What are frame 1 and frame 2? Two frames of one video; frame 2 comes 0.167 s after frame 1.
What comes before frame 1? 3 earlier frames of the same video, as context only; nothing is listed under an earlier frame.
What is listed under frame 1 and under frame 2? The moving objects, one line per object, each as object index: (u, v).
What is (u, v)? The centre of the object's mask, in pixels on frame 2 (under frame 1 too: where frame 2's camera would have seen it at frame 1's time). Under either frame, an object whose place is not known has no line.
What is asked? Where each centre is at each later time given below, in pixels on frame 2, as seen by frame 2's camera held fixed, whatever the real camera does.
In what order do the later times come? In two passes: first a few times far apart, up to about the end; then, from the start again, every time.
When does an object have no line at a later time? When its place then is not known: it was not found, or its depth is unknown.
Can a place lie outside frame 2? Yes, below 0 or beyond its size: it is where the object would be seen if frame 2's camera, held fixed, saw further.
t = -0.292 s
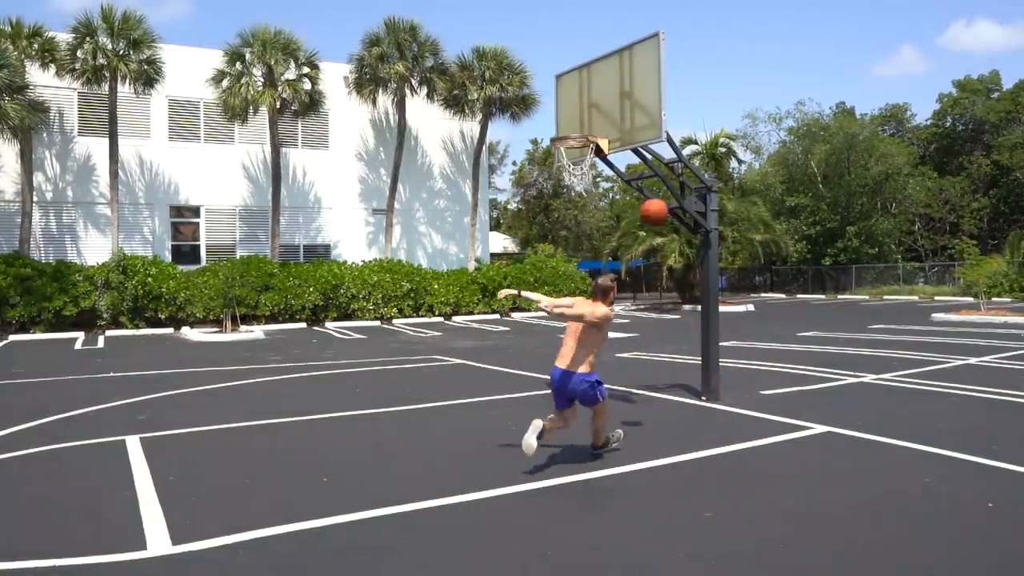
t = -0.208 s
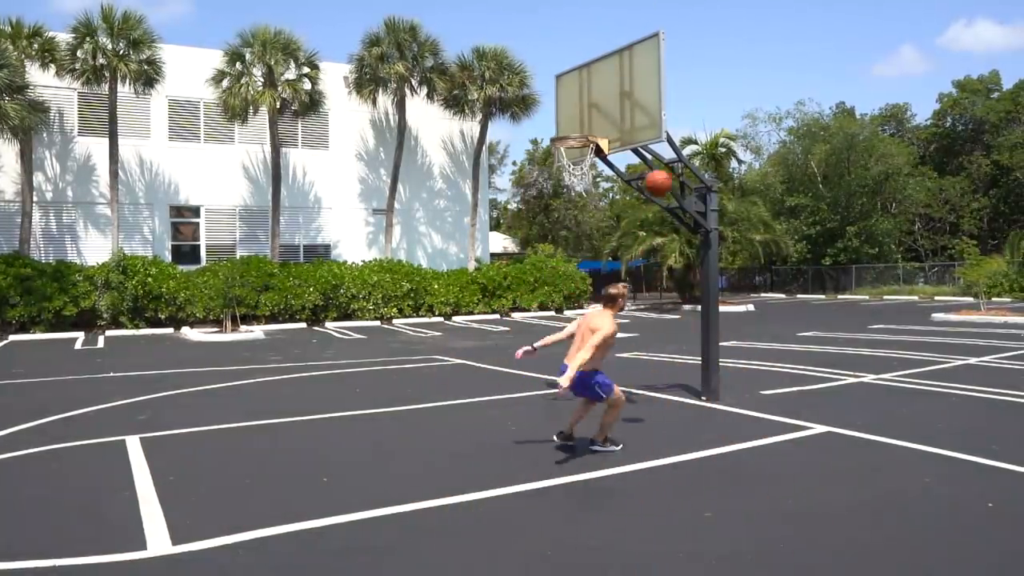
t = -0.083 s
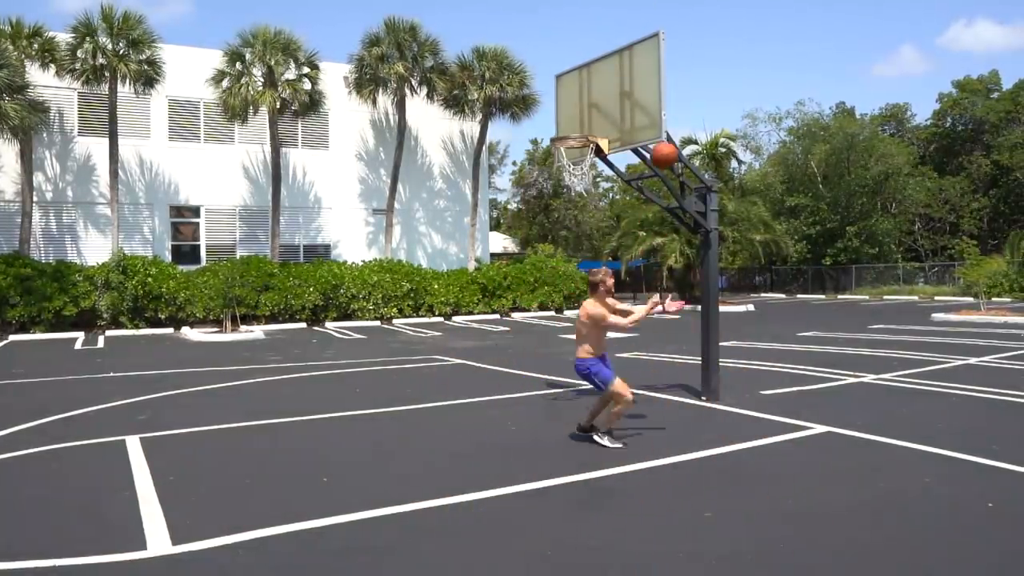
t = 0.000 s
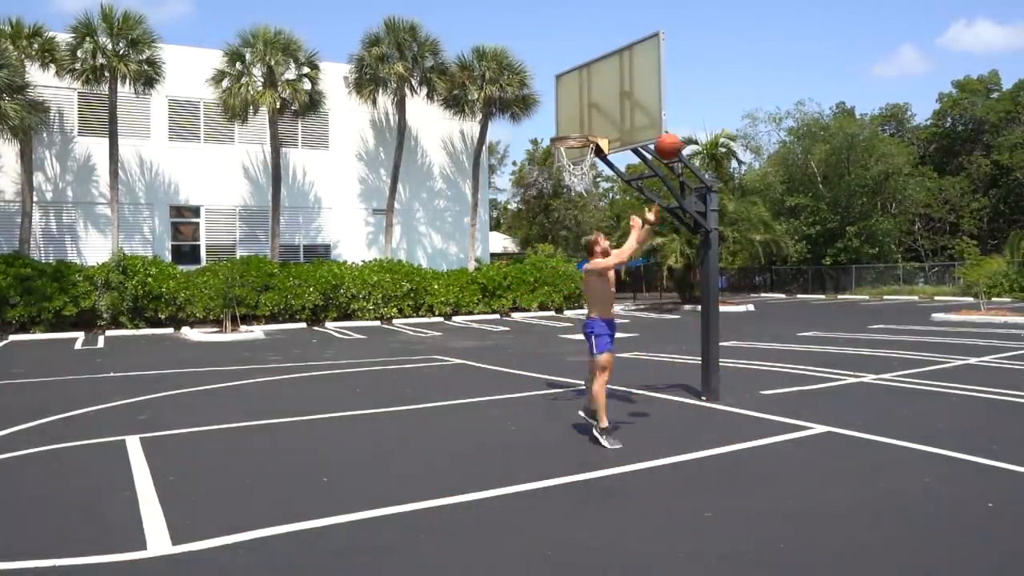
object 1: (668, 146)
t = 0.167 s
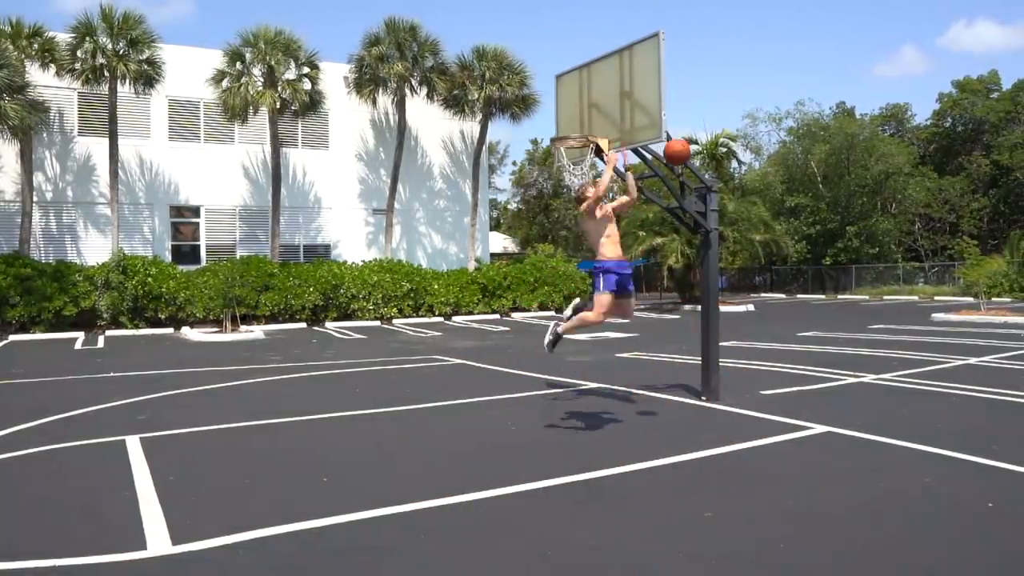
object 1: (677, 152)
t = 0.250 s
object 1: (682, 166)
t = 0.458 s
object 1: (695, 232)
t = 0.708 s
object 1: (710, 368)
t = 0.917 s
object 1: (719, 357)
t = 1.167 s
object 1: (725, 279)
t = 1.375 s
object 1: (729, 264)
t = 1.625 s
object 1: (737, 301)
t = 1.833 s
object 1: (743, 369)
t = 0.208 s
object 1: (680, 157)
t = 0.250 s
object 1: (682, 166)
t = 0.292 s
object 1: (685, 175)
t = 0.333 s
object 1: (687, 187)
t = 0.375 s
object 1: (689, 200)
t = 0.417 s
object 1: (692, 216)
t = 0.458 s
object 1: (695, 232)
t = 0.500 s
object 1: (697, 249)
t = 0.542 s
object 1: (700, 270)
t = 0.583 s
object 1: (703, 292)
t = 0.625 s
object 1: (704, 316)
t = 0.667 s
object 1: (708, 341)
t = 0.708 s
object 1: (710, 368)
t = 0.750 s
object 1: (714, 397)
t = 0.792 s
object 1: (717, 422)
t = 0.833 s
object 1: (717, 398)
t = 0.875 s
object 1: (719, 377)
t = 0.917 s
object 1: (719, 357)
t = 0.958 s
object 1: (720, 340)
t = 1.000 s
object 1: (721, 324)
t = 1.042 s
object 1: (722, 310)
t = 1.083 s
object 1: (723, 297)
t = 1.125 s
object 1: (723, 288)
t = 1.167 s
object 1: (725, 279)
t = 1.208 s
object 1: (726, 272)
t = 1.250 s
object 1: (727, 268)
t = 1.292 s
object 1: (728, 265)
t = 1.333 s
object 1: (729, 264)
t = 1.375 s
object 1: (729, 264)
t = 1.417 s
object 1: (730, 266)
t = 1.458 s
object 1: (731, 269)
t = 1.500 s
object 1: (733, 275)
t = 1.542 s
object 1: (734, 281)
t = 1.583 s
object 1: (735, 290)
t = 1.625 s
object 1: (737, 301)
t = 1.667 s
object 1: (737, 313)
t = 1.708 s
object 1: (739, 325)
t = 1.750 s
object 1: (740, 340)
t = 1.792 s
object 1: (741, 352)
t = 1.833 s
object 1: (743, 369)
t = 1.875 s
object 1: (744, 387)
